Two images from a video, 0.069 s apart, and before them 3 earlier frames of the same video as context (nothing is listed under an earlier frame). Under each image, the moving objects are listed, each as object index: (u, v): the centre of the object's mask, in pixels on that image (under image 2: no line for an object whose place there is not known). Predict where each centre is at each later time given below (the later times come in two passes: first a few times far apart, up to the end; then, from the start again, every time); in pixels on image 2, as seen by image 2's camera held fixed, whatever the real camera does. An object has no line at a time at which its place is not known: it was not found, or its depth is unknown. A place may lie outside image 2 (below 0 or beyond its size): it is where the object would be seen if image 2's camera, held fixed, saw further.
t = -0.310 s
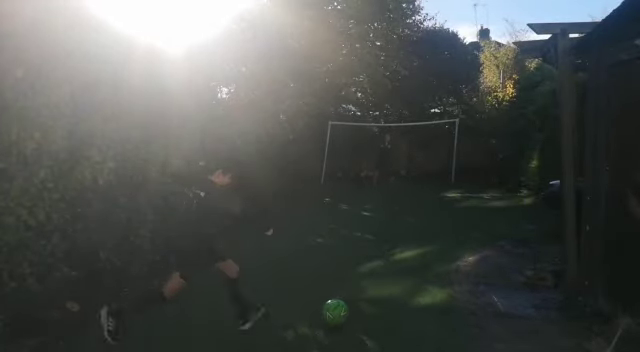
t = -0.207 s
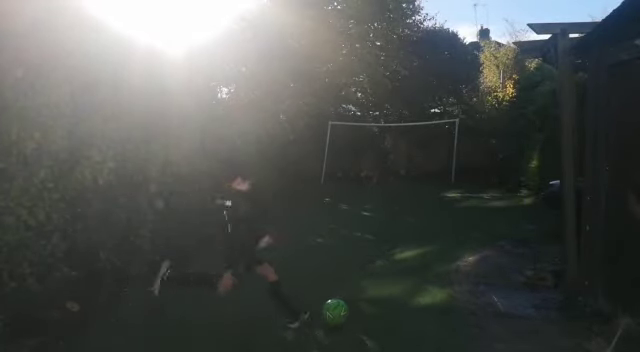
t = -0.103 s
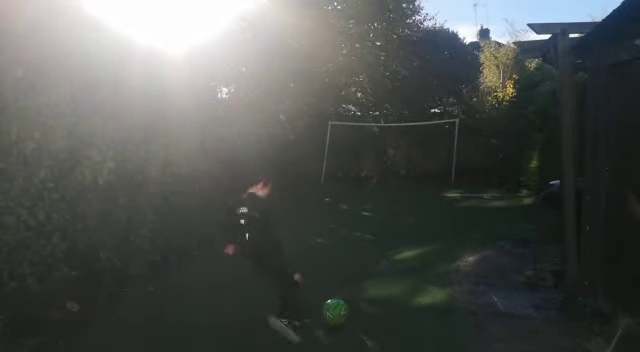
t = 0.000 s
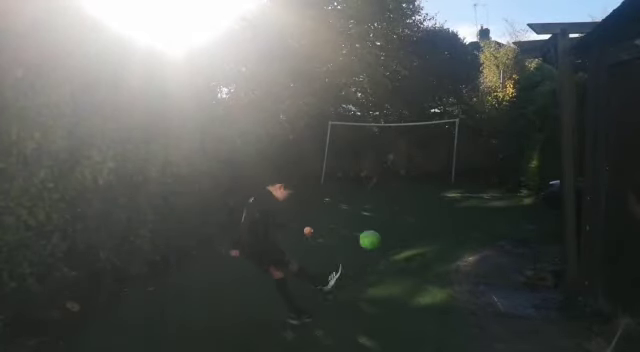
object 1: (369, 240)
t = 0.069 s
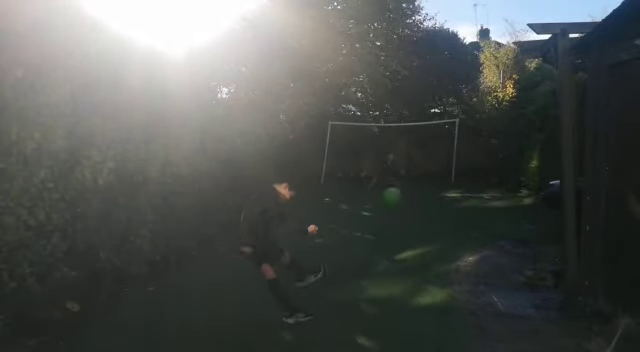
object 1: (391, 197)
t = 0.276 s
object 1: (428, 137)
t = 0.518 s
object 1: (442, 128)
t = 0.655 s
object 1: (446, 134)
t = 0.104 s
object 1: (400, 180)
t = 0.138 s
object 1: (408, 167)
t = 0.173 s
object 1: (414, 155)
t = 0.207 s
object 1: (419, 149)
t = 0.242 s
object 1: (424, 143)
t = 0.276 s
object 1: (428, 137)
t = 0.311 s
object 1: (431, 133)
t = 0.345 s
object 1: (434, 131)
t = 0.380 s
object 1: (437, 128)
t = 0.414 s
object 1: (438, 128)
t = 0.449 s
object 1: (440, 128)
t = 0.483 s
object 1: (441, 127)
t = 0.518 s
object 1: (442, 128)
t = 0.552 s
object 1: (443, 128)
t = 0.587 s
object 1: (444, 130)
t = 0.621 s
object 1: (444, 132)
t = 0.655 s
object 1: (446, 134)
